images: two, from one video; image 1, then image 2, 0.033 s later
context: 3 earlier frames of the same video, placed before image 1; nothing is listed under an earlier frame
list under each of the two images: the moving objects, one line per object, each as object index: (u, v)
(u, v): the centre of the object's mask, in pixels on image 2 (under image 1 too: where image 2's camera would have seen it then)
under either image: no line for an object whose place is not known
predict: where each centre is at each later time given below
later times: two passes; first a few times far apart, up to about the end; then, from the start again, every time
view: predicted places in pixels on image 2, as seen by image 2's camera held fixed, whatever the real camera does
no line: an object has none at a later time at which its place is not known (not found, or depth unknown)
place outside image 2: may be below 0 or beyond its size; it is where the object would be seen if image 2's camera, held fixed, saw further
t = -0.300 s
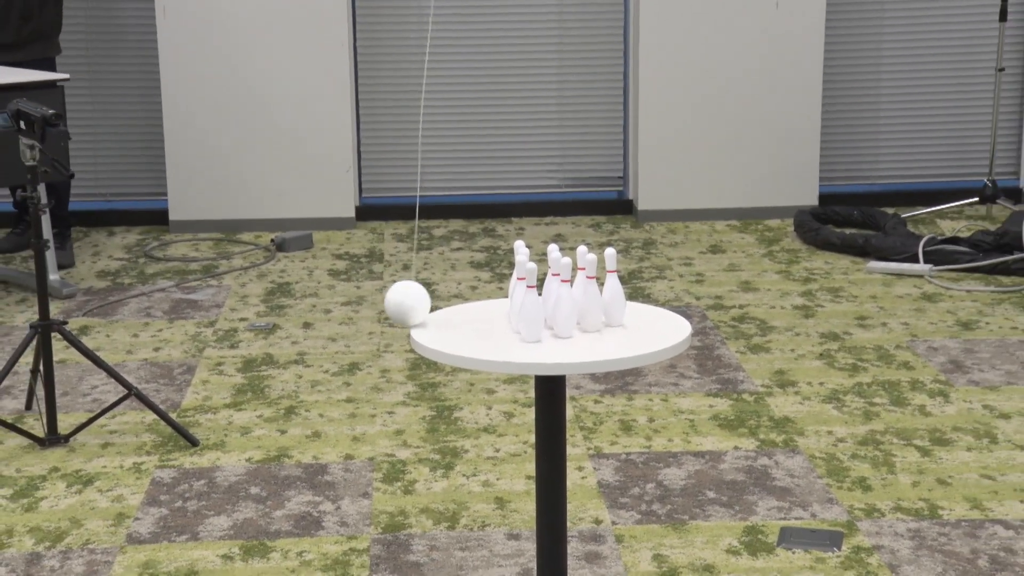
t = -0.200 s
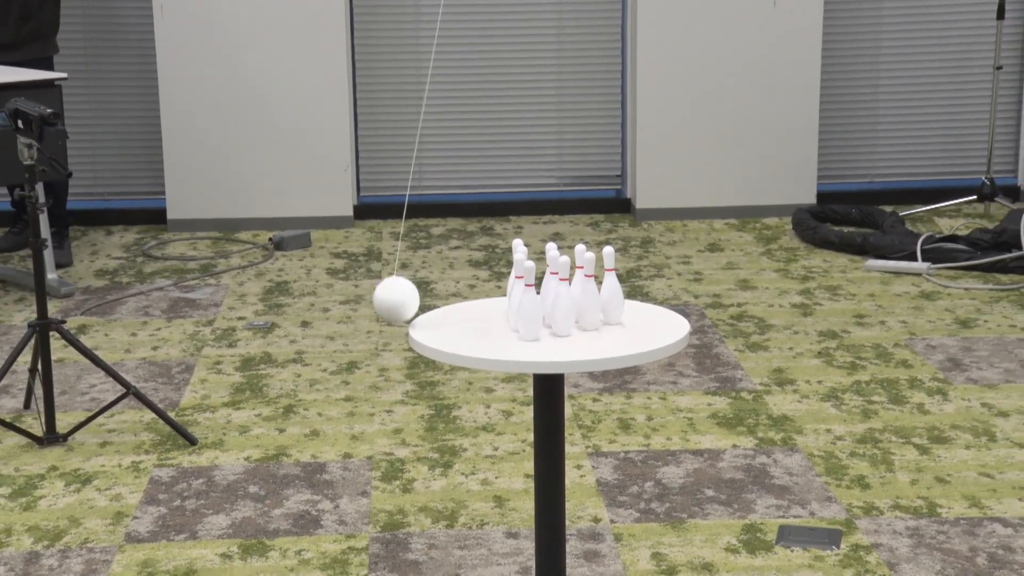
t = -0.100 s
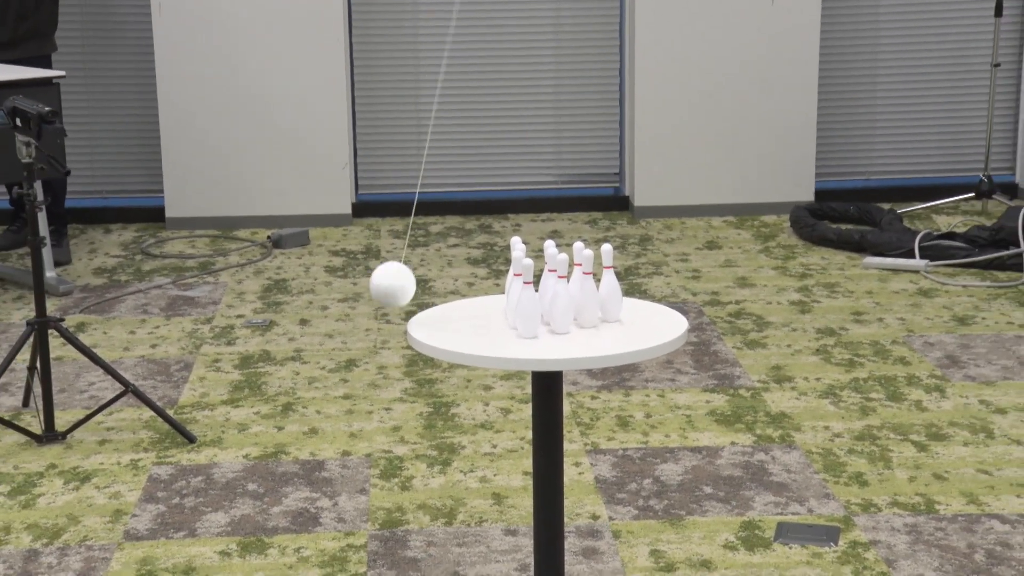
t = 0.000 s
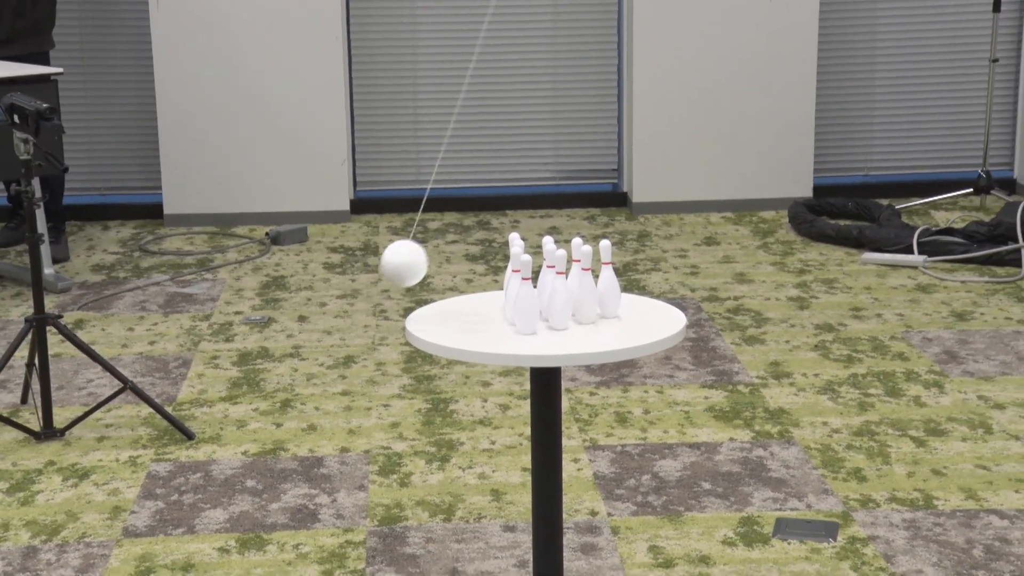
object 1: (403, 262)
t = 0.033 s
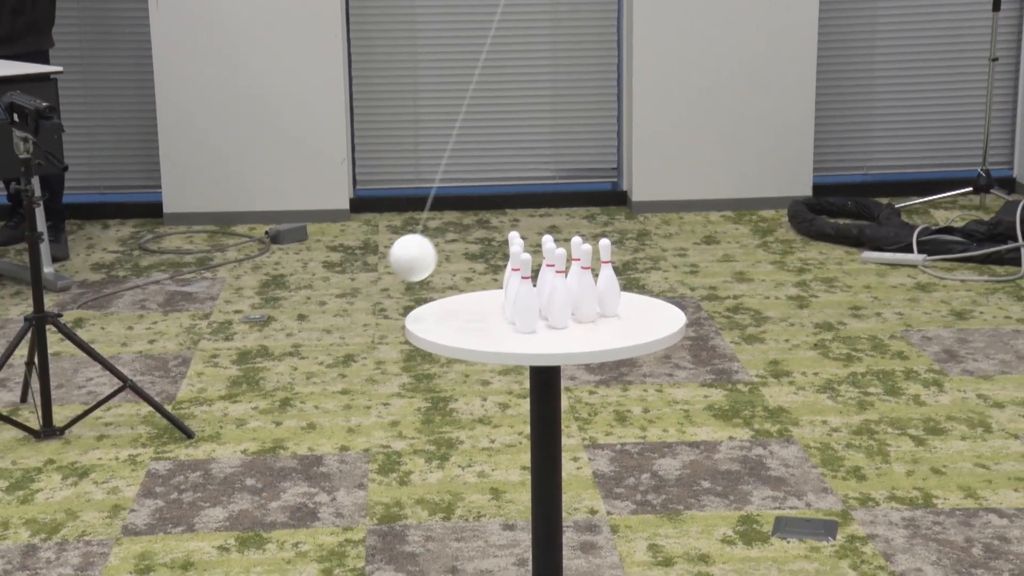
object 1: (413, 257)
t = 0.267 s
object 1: (515, 242)
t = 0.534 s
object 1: (701, 273)
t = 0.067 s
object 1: (424, 255)
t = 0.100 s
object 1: (437, 252)
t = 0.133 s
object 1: (452, 249)
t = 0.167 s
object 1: (469, 247)
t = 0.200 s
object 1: (487, 246)
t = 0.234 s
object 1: (504, 244)
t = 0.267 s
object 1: (515, 242)
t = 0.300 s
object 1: (531, 242)
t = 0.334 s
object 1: (548, 243)
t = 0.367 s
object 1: (570, 246)
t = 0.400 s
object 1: (591, 251)
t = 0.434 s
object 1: (616, 255)
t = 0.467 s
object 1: (642, 261)
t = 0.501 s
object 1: (670, 268)
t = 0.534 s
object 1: (701, 273)
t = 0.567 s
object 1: (732, 281)
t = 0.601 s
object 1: (765, 287)
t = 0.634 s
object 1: (797, 295)
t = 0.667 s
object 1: (832, 302)
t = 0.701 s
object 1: (868, 310)
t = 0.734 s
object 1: (904, 315)
